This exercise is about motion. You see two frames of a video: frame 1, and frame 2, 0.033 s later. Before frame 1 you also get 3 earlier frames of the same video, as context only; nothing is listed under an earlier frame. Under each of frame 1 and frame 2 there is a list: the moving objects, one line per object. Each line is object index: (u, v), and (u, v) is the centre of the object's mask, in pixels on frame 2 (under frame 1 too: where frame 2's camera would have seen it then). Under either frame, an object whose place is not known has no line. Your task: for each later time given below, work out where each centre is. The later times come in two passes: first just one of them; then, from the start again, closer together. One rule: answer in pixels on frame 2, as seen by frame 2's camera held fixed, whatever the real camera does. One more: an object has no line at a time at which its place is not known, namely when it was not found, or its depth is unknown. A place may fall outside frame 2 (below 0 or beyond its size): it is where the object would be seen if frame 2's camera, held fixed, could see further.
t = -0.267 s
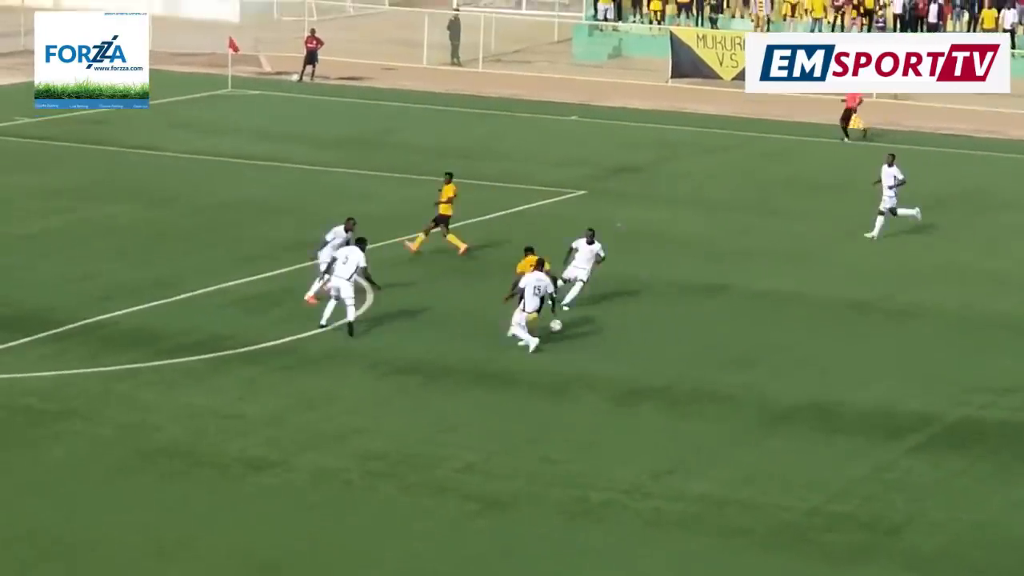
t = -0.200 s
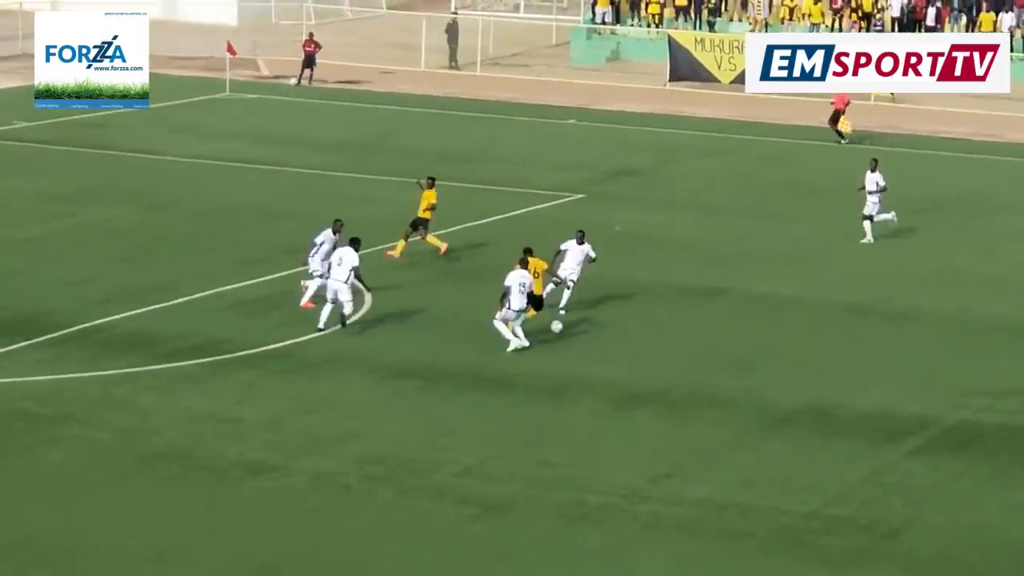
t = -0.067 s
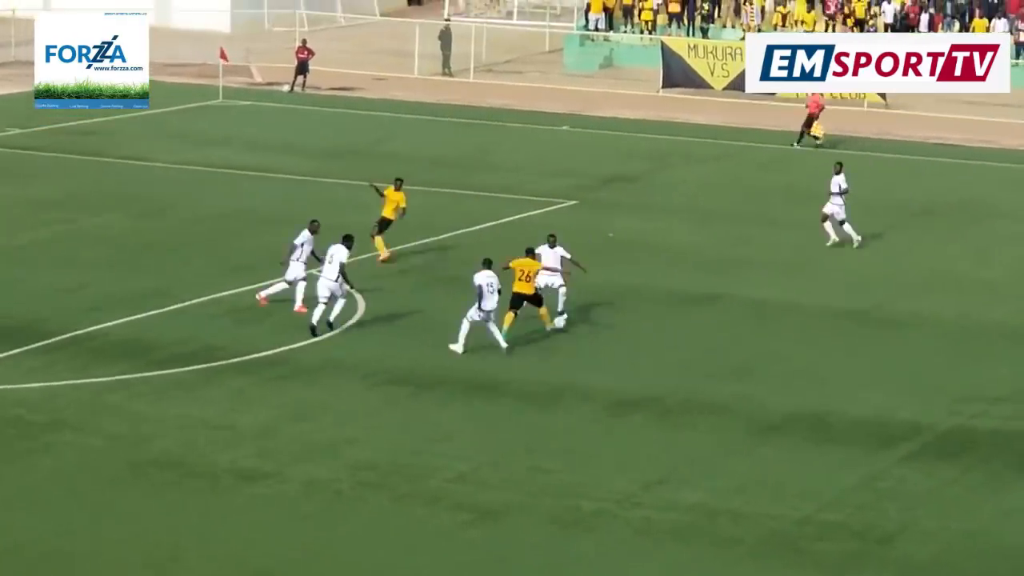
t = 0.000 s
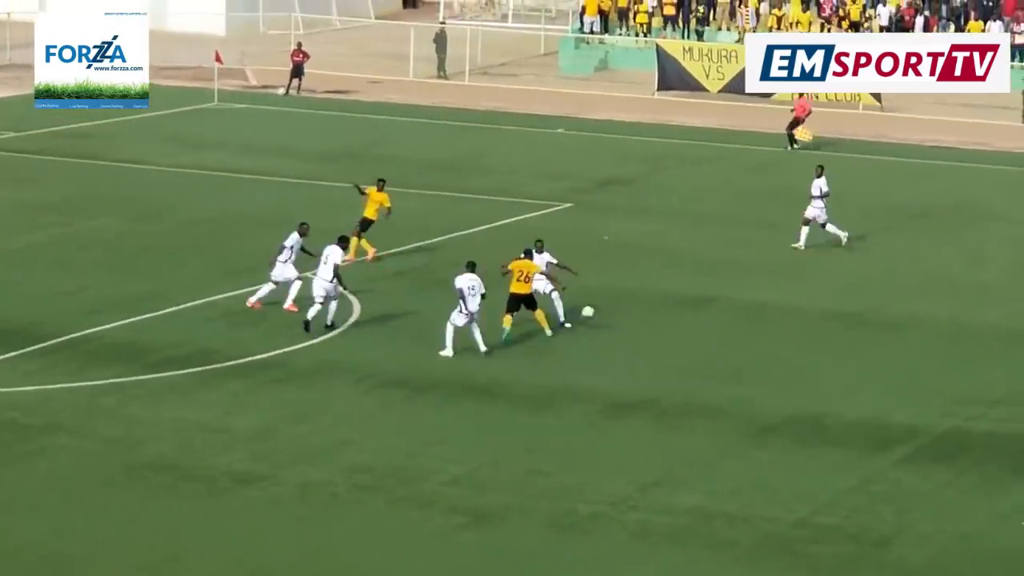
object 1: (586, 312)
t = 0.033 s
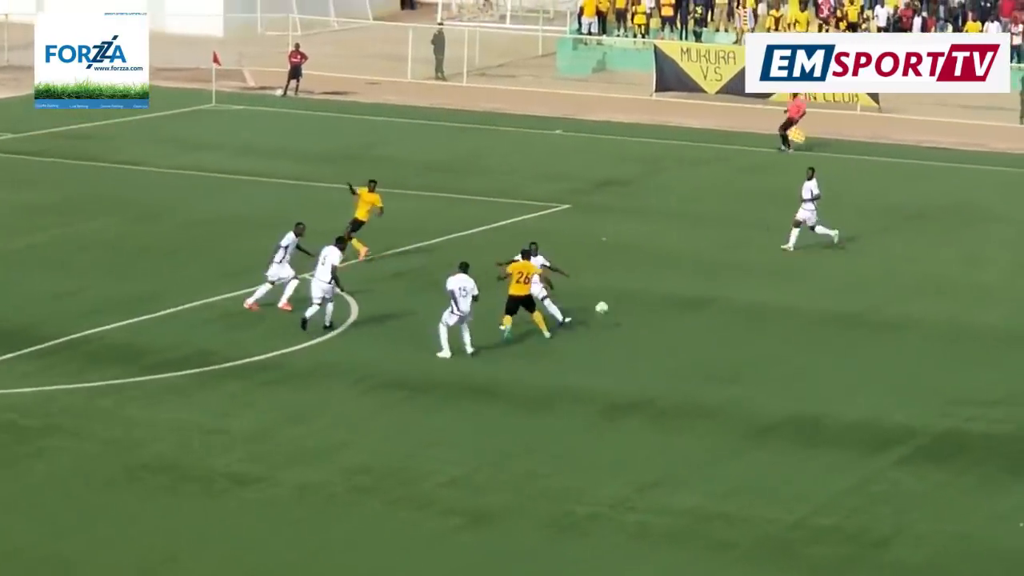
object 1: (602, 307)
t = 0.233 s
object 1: (696, 287)
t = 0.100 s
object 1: (634, 298)
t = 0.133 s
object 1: (650, 295)
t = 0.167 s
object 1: (665, 291)
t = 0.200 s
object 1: (681, 289)
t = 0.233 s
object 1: (696, 287)
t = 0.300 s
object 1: (727, 285)
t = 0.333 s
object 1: (742, 285)
